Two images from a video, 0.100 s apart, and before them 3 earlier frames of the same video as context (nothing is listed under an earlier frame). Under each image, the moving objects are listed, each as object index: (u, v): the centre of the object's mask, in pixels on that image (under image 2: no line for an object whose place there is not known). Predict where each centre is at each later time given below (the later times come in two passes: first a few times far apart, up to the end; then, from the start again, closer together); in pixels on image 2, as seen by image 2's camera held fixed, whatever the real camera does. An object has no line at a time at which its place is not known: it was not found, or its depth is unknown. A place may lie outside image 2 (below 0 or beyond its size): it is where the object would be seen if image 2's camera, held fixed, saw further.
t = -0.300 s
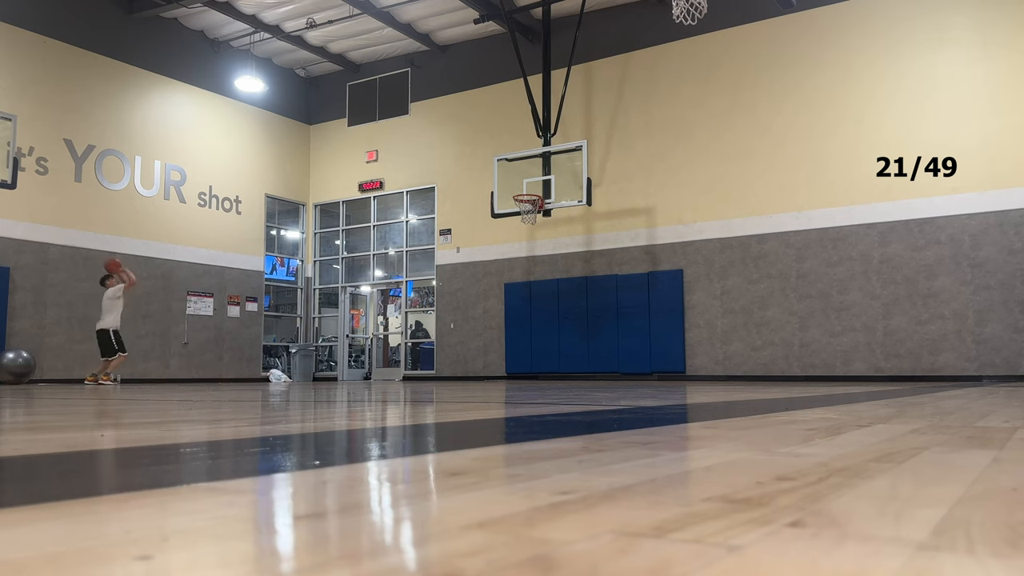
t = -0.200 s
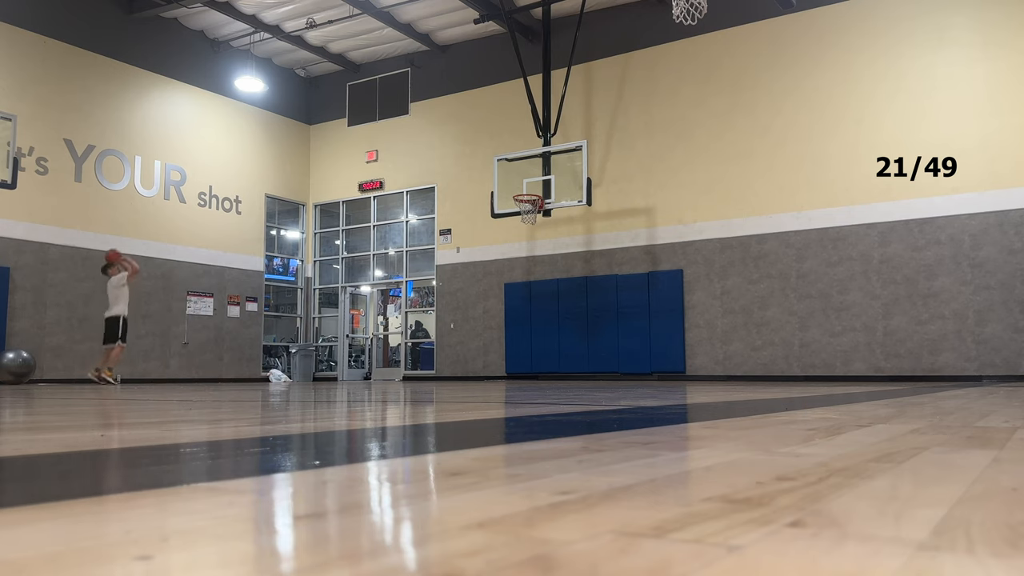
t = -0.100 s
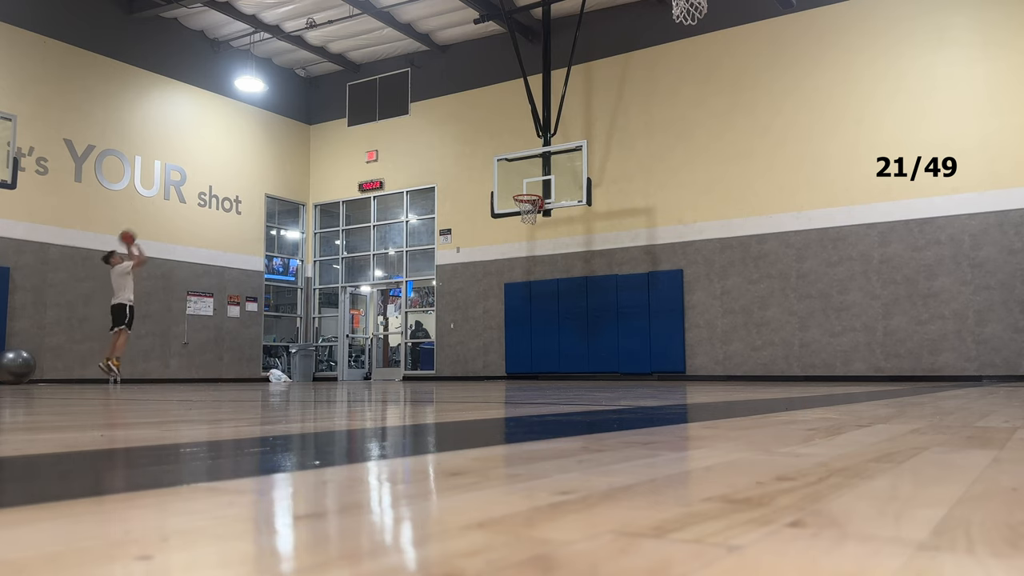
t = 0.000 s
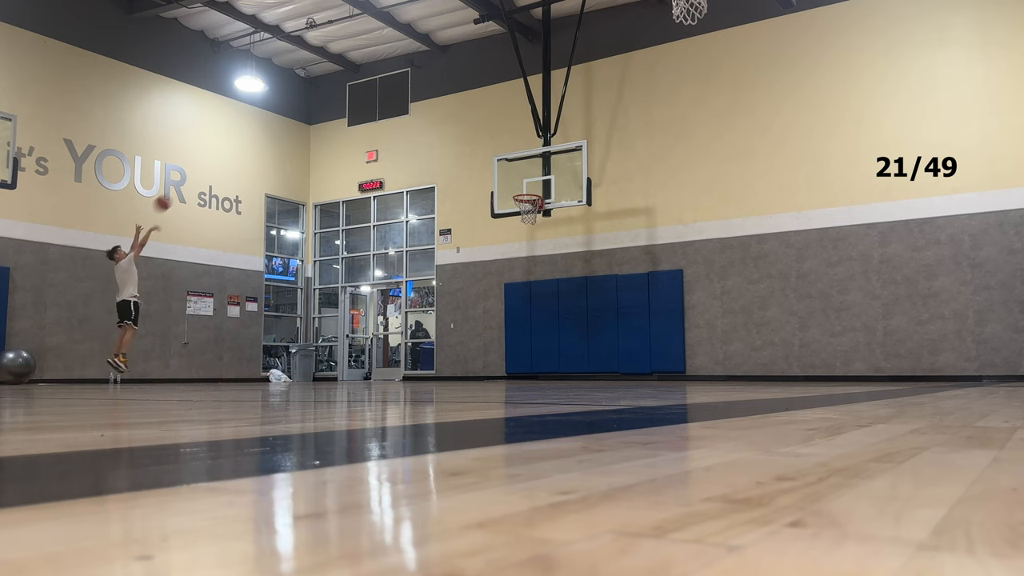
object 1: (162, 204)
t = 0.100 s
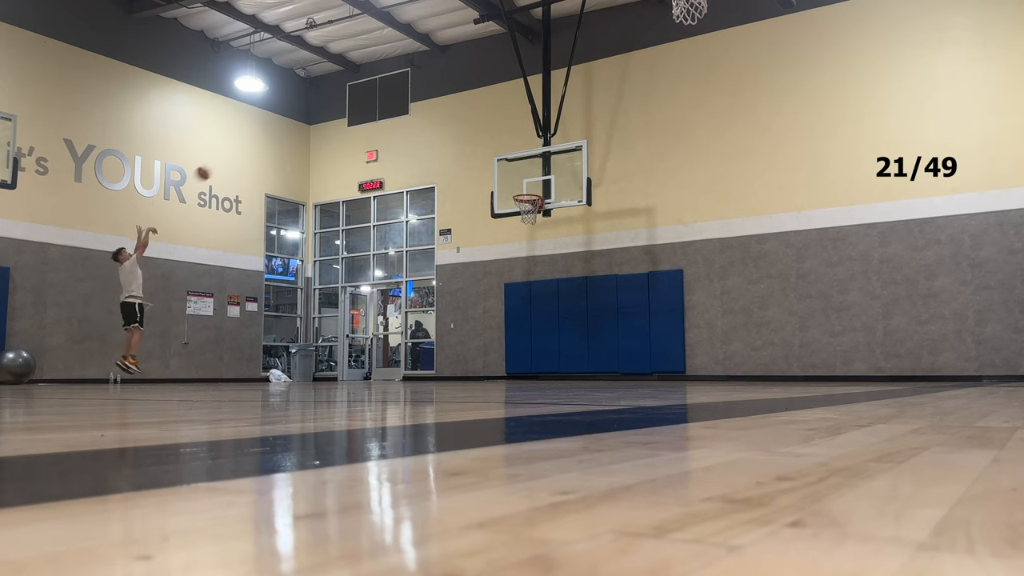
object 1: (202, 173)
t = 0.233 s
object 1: (255, 144)
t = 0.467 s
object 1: (339, 122)
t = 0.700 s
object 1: (417, 131)
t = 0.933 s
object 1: (491, 169)
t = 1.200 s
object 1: (543, 210)
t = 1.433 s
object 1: (550, 230)
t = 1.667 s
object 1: (557, 283)
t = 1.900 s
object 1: (566, 368)
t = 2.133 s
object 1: (556, 320)
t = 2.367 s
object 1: (546, 293)
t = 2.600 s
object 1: (536, 298)
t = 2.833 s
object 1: (526, 335)
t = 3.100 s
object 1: (516, 350)
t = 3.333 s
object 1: (509, 330)
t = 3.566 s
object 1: (502, 341)
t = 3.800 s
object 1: (494, 366)
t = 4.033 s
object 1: (488, 349)
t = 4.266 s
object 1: (481, 363)
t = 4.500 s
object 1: (473, 361)
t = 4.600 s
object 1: (470, 359)
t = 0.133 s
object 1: (215, 165)
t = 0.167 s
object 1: (229, 157)
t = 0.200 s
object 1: (241, 150)
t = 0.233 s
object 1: (255, 144)
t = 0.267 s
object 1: (267, 139)
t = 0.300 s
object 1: (279, 134)
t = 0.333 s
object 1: (291, 130)
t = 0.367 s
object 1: (303, 127)
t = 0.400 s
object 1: (315, 125)
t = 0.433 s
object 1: (327, 123)
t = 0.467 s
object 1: (339, 122)
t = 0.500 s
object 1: (350, 121)
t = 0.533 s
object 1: (362, 121)
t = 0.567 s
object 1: (373, 122)
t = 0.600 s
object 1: (384, 123)
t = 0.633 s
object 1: (396, 125)
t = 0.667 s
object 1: (406, 128)
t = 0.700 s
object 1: (417, 131)
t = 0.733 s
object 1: (428, 135)
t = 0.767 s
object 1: (439, 139)
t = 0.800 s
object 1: (449, 144)
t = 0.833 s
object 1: (460, 149)
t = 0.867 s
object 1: (470, 155)
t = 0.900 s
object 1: (480, 162)
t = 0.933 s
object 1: (491, 169)
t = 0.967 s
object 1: (502, 177)
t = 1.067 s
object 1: (530, 202)
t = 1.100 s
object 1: (539, 209)
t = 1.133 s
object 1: (540, 208)
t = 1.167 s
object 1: (541, 208)
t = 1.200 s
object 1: (543, 210)
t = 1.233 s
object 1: (544, 210)
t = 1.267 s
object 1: (544, 212)
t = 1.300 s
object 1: (546, 214)
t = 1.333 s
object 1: (547, 217)
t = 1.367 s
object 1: (548, 220)
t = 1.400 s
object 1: (549, 225)
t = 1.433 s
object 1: (550, 230)
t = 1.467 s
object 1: (551, 236)
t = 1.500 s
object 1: (552, 242)
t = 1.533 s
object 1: (553, 249)
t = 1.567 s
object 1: (554, 257)
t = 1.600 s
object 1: (555, 265)
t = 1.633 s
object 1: (557, 274)
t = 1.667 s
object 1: (557, 283)
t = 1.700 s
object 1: (558, 293)
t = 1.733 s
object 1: (559, 304)
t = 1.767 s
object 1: (561, 315)
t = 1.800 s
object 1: (562, 328)
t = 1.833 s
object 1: (564, 341)
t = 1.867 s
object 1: (565, 355)
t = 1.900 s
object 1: (566, 368)
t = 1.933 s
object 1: (566, 368)
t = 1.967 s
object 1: (565, 360)
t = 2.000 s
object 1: (563, 350)
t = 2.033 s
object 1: (561, 342)
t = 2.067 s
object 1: (560, 334)
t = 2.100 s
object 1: (558, 327)
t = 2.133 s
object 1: (556, 320)
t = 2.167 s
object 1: (555, 314)
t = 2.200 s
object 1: (554, 309)
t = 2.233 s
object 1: (552, 305)
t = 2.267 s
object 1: (551, 301)
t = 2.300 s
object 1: (549, 297)
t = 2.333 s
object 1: (547, 294)
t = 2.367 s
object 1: (546, 293)
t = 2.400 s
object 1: (545, 292)
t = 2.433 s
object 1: (544, 291)
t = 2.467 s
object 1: (542, 291)
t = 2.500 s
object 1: (540, 291)
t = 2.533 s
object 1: (539, 293)
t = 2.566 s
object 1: (538, 295)
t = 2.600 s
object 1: (536, 298)
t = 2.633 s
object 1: (535, 300)
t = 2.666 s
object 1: (533, 305)
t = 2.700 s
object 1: (531, 309)
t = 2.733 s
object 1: (530, 315)
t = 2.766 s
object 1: (529, 321)
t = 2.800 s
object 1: (528, 328)
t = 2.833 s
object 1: (526, 335)
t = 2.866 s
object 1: (525, 343)
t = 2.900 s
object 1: (523, 352)
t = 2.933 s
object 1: (522, 361)
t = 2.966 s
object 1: (521, 371)
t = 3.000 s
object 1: (520, 370)
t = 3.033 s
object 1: (518, 363)
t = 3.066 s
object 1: (517, 357)
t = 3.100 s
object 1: (516, 350)
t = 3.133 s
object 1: (515, 345)
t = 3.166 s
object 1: (514, 341)
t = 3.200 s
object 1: (513, 338)
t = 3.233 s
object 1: (512, 335)
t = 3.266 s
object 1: (511, 332)
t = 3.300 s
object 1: (510, 331)
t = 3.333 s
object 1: (509, 330)
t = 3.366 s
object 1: (508, 329)
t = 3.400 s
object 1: (507, 329)
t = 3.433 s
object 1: (506, 330)
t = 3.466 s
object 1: (505, 332)
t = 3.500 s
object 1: (504, 334)
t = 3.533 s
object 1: (503, 338)
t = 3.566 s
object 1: (502, 341)
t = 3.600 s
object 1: (501, 346)
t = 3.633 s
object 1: (501, 351)
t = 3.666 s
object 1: (499, 357)
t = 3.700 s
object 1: (497, 363)
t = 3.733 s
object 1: (496, 370)
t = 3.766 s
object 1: (496, 372)
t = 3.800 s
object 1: (494, 366)
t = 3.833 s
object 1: (494, 362)
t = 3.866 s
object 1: (493, 358)
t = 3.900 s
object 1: (492, 355)
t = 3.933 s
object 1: (491, 352)
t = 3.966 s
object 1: (490, 350)
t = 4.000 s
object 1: (489, 349)
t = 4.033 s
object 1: (488, 349)
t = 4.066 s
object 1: (487, 349)
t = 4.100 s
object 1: (486, 349)
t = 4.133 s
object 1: (485, 350)
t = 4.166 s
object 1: (484, 352)
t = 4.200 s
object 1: (483, 355)
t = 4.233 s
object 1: (482, 359)
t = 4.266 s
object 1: (481, 363)
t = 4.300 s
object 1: (480, 368)
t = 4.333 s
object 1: (479, 374)
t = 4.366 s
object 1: (477, 371)
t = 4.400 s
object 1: (476, 367)
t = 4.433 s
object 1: (475, 365)
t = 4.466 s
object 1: (474, 362)
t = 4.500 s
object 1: (473, 361)
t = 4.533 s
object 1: (472, 359)
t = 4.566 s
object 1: (471, 359)
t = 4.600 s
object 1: (470, 359)
